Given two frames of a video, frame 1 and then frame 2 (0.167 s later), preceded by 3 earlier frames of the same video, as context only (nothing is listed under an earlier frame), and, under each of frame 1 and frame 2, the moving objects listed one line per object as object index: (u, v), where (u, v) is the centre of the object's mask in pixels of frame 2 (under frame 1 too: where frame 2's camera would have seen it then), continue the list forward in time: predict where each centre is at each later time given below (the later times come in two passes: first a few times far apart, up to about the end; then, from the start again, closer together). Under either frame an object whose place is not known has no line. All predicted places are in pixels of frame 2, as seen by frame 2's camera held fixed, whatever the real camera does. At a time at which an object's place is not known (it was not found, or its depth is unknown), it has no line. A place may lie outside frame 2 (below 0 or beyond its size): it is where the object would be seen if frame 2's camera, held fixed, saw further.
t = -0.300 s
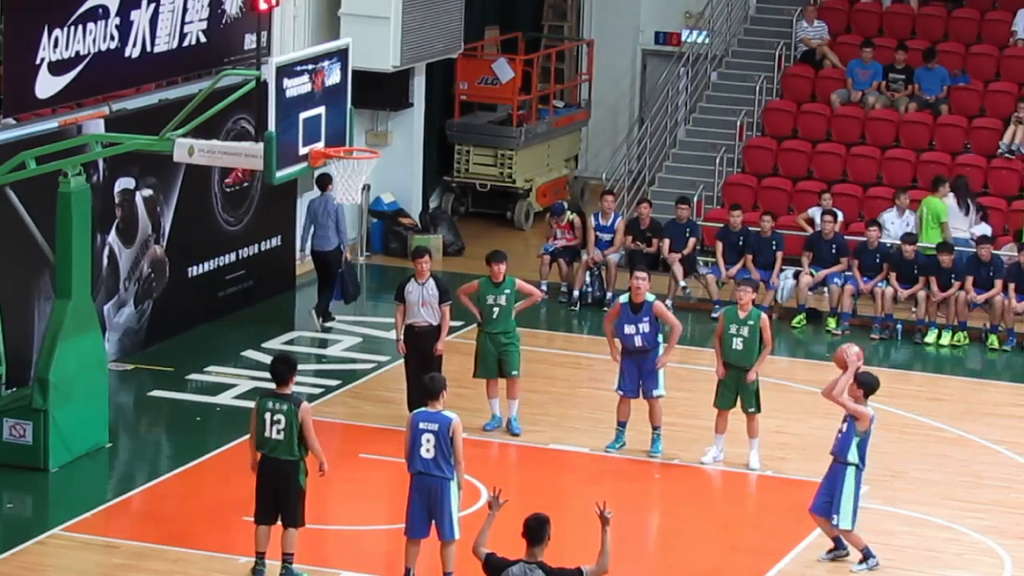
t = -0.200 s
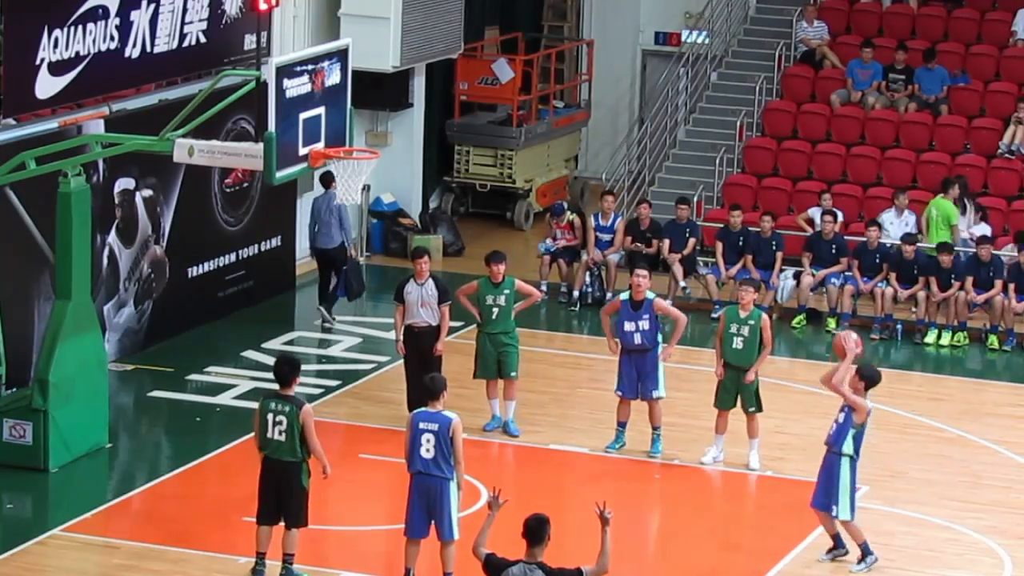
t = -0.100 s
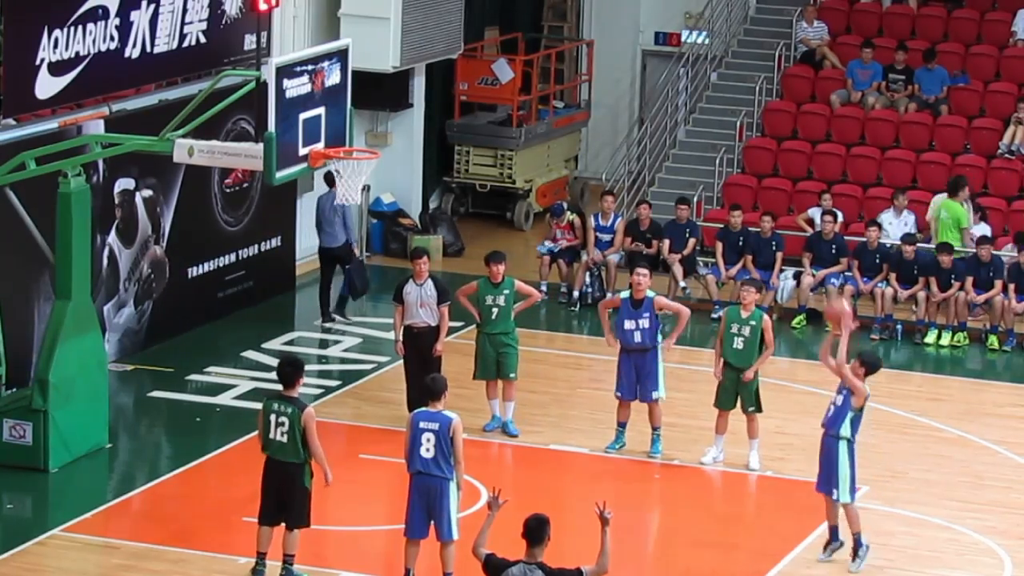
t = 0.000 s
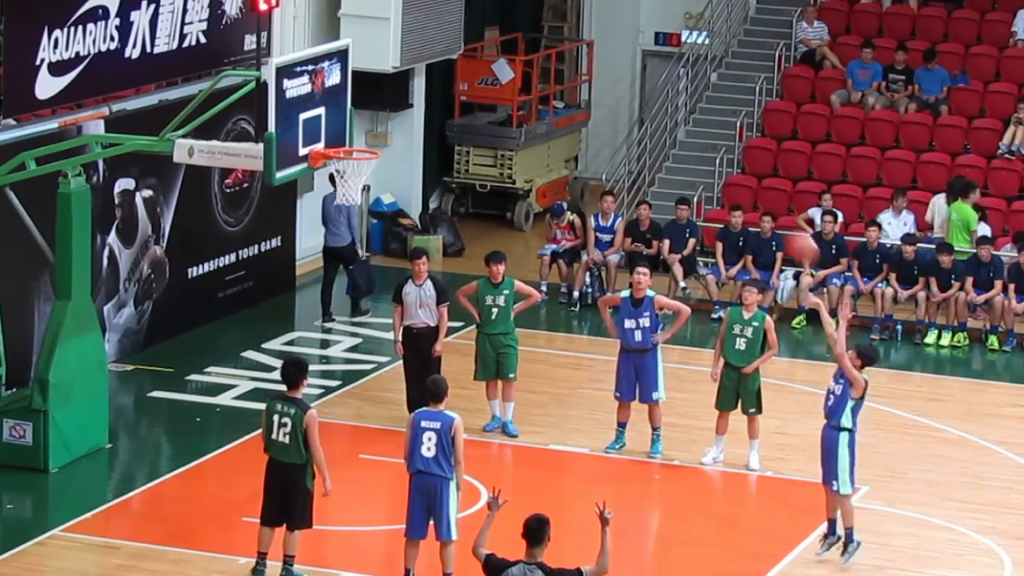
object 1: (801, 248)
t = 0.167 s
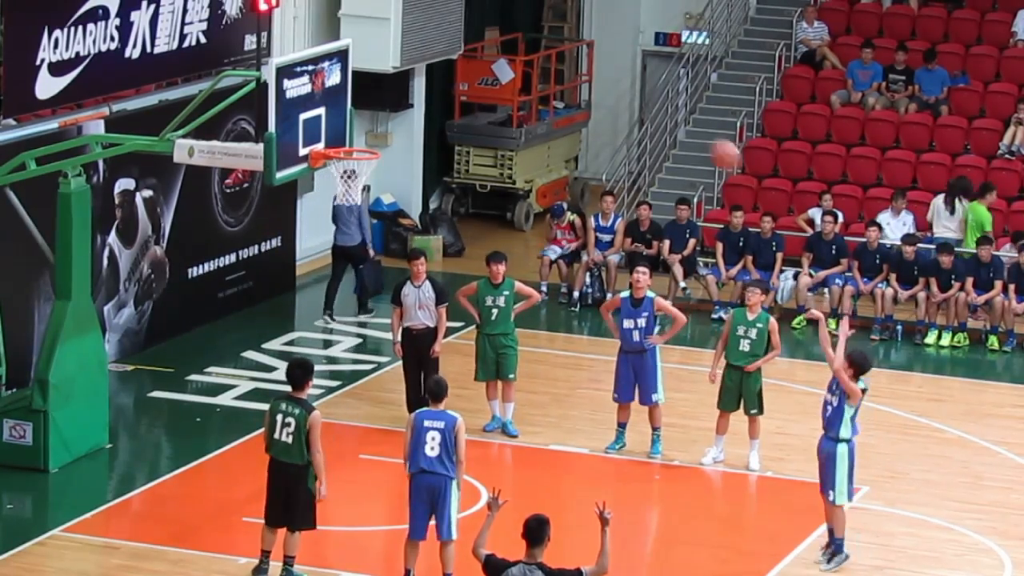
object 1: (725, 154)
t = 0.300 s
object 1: (662, 102)
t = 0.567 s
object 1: (540, 60)
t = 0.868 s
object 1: (404, 103)
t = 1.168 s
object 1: (342, 219)
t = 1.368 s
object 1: (353, 325)
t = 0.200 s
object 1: (710, 139)
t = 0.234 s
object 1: (694, 125)
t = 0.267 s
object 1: (678, 113)
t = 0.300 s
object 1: (662, 102)
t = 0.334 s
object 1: (648, 93)
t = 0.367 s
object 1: (633, 85)
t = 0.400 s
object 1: (617, 77)
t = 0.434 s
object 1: (601, 71)
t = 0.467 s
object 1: (586, 66)
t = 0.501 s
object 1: (570, 62)
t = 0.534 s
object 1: (556, 61)
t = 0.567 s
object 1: (540, 60)
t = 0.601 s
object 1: (525, 59)
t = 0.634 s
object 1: (510, 60)
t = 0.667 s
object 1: (496, 62)
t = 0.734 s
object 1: (464, 72)
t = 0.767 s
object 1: (449, 79)
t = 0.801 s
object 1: (435, 86)
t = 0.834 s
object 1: (420, 94)
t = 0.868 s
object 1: (404, 103)
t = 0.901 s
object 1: (390, 114)
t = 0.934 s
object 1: (375, 127)
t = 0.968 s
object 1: (361, 140)
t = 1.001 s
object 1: (346, 154)
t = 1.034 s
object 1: (336, 170)
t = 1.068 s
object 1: (336, 181)
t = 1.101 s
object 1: (340, 194)
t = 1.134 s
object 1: (341, 206)
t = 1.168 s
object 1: (342, 219)
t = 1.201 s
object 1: (343, 235)
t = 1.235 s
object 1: (345, 250)
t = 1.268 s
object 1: (349, 267)
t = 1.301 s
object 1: (350, 286)
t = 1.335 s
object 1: (351, 304)
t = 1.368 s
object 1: (353, 325)
